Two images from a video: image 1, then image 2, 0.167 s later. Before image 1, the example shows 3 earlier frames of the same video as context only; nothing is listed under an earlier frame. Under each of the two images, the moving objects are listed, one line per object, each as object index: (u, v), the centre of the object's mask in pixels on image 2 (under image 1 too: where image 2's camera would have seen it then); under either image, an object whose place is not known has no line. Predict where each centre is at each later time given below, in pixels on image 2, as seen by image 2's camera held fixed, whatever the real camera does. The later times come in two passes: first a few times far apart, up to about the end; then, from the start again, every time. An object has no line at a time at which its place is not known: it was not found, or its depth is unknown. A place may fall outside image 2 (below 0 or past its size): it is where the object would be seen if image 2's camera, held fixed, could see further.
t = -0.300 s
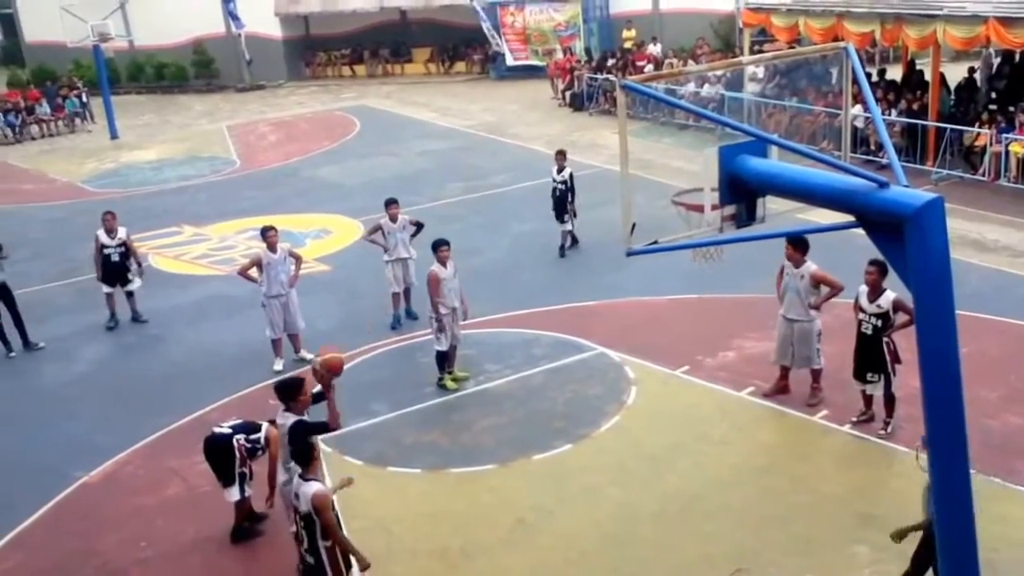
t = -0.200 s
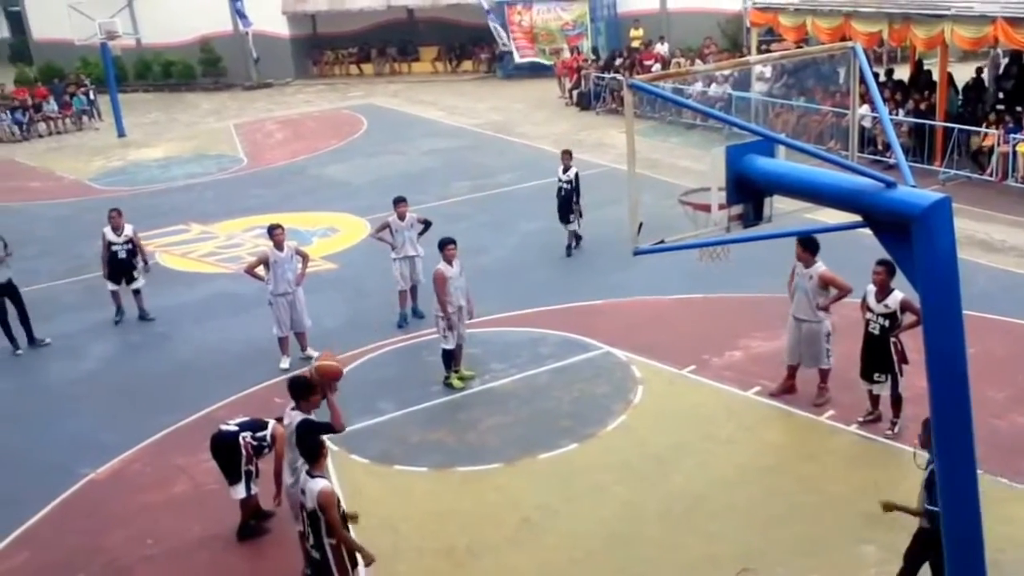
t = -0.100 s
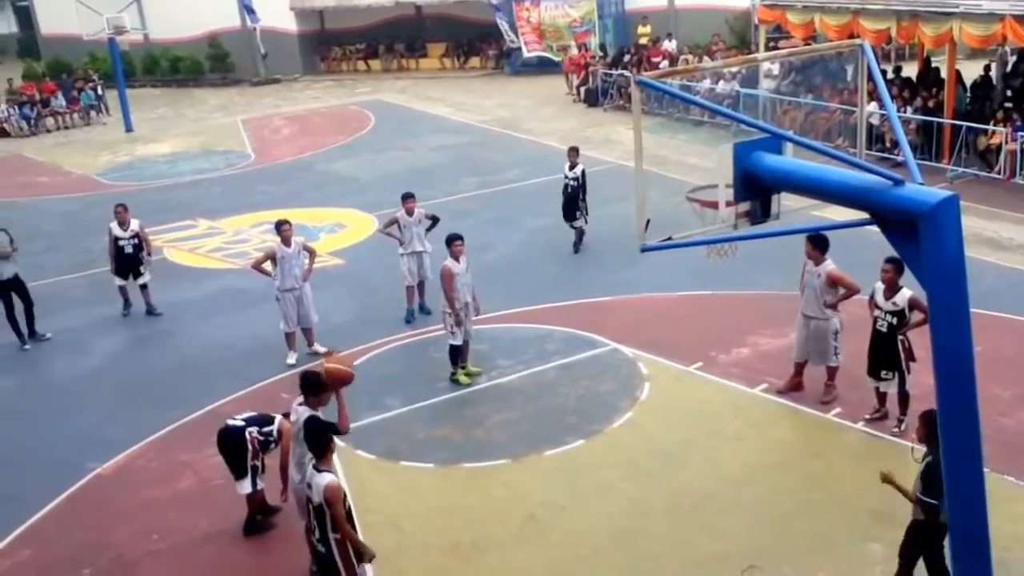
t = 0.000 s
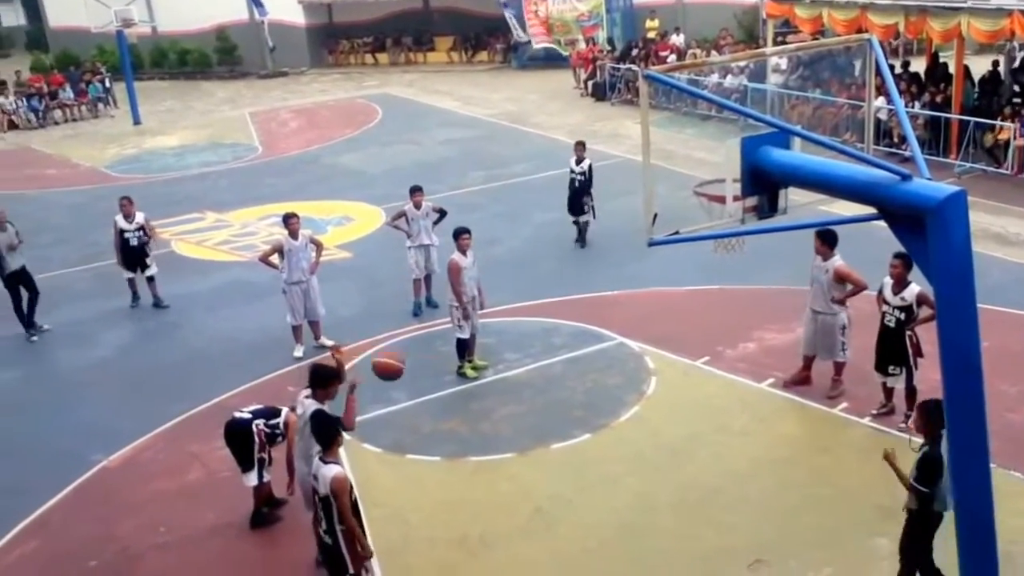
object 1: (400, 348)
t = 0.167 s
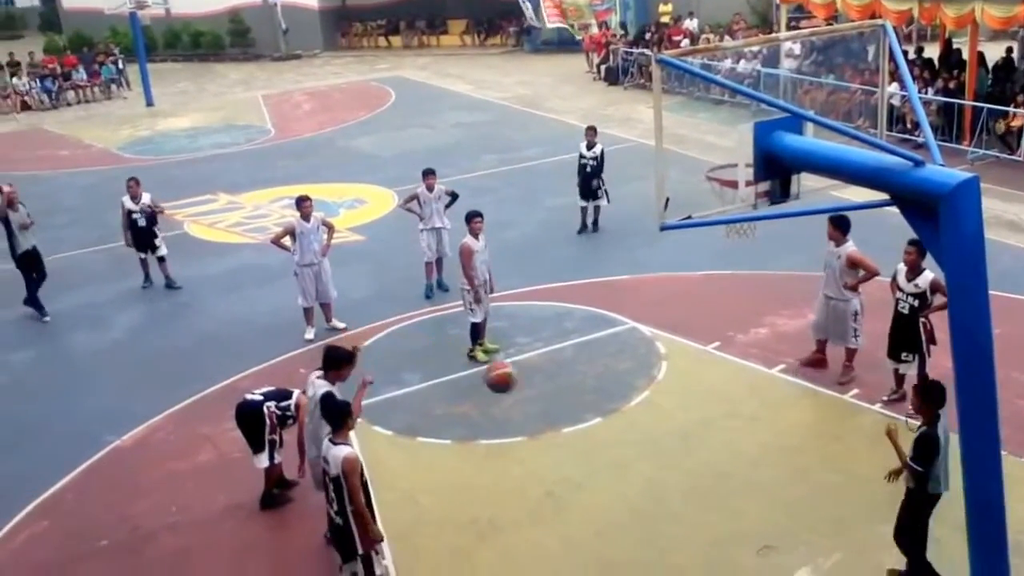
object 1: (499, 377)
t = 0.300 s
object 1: (582, 425)
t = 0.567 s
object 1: (734, 545)
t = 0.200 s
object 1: (520, 386)
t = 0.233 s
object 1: (541, 398)
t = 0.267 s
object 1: (561, 411)
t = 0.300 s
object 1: (582, 425)
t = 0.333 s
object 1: (602, 442)
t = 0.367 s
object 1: (624, 459)
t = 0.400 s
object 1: (644, 477)
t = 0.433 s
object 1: (664, 496)
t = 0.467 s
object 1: (686, 516)
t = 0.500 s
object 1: (707, 538)
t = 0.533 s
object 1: (727, 562)
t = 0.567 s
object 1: (734, 545)
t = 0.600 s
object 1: (742, 528)
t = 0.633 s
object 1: (751, 511)
